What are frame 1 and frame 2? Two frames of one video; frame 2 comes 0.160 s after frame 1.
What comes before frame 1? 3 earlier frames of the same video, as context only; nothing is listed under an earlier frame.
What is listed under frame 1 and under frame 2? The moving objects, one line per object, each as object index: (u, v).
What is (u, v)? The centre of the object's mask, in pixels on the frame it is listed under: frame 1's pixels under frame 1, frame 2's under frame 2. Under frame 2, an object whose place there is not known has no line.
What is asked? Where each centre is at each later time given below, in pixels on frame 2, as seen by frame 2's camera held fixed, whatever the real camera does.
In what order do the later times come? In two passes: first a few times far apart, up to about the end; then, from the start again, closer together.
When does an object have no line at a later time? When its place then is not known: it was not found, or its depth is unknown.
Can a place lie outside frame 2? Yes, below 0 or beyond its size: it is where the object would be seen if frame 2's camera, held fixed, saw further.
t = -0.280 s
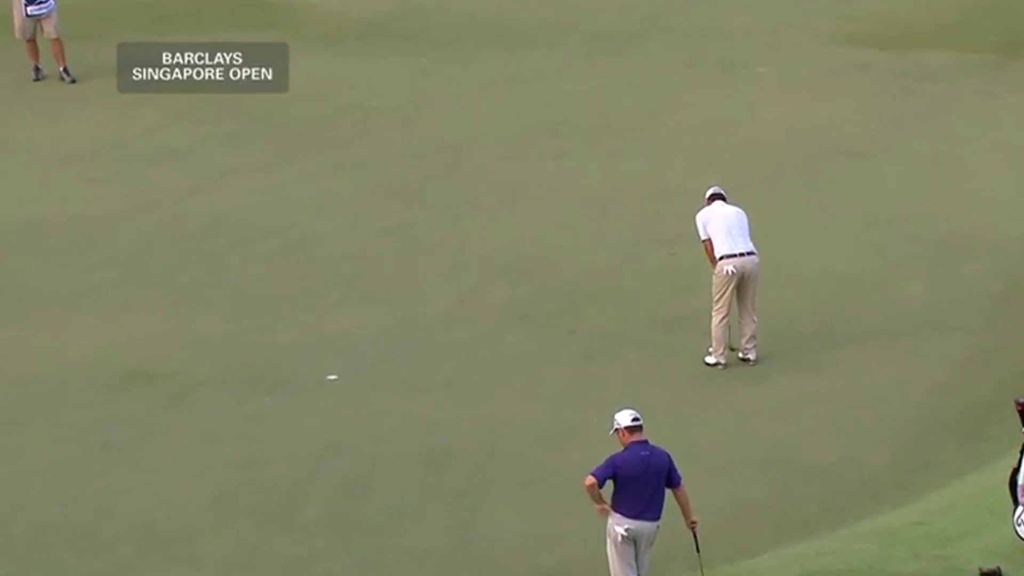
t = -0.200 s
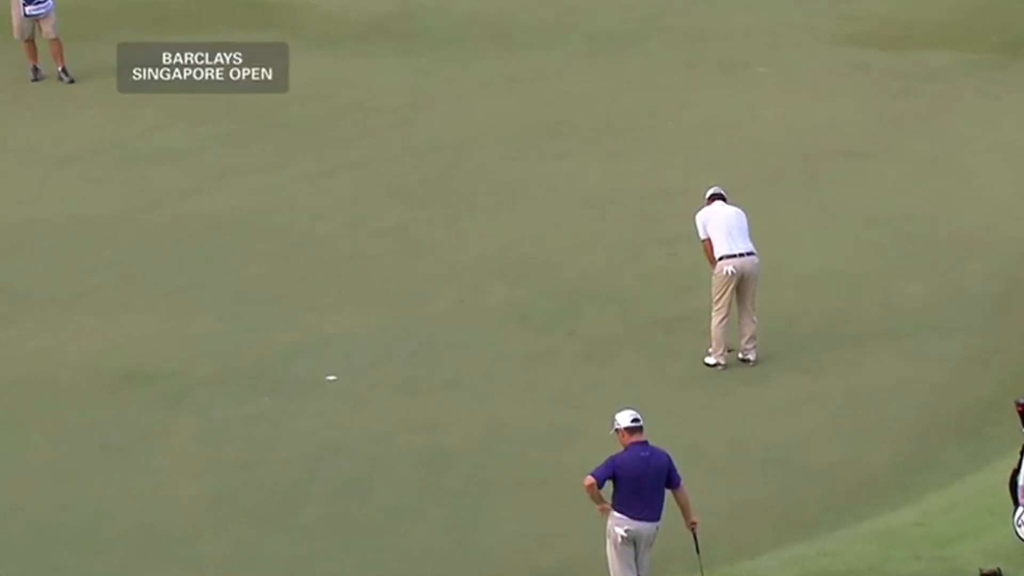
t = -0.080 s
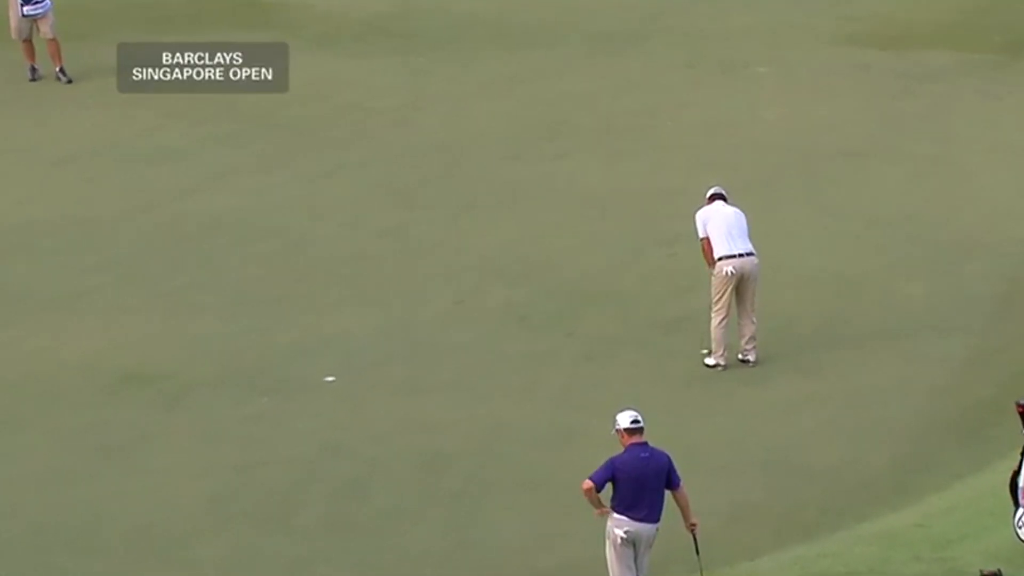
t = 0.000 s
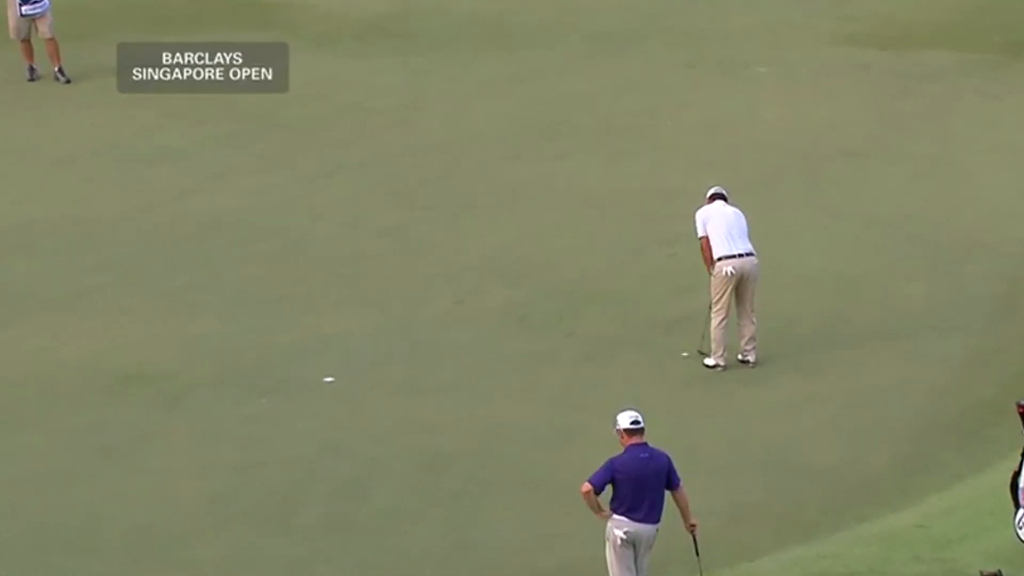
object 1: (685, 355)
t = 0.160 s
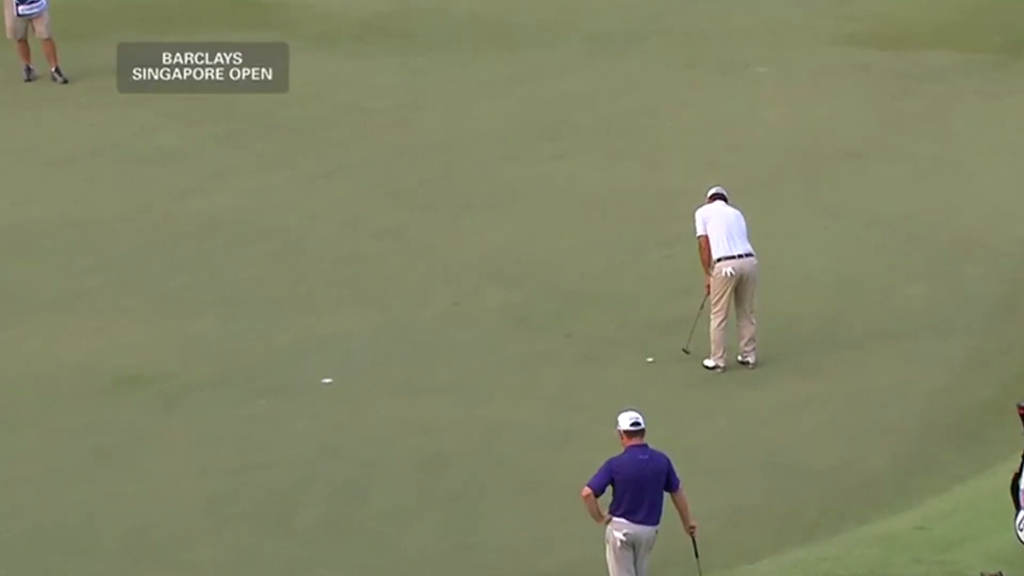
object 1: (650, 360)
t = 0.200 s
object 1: (643, 361)
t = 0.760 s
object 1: (545, 370)
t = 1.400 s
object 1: (450, 372)
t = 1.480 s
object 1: (439, 373)
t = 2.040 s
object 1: (375, 373)
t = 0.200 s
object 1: (643, 361)
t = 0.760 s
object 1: (545, 370)
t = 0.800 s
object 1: (538, 369)
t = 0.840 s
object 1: (532, 369)
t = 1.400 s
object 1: (450, 372)
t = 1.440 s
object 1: (444, 373)
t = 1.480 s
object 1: (439, 373)
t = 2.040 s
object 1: (375, 373)
